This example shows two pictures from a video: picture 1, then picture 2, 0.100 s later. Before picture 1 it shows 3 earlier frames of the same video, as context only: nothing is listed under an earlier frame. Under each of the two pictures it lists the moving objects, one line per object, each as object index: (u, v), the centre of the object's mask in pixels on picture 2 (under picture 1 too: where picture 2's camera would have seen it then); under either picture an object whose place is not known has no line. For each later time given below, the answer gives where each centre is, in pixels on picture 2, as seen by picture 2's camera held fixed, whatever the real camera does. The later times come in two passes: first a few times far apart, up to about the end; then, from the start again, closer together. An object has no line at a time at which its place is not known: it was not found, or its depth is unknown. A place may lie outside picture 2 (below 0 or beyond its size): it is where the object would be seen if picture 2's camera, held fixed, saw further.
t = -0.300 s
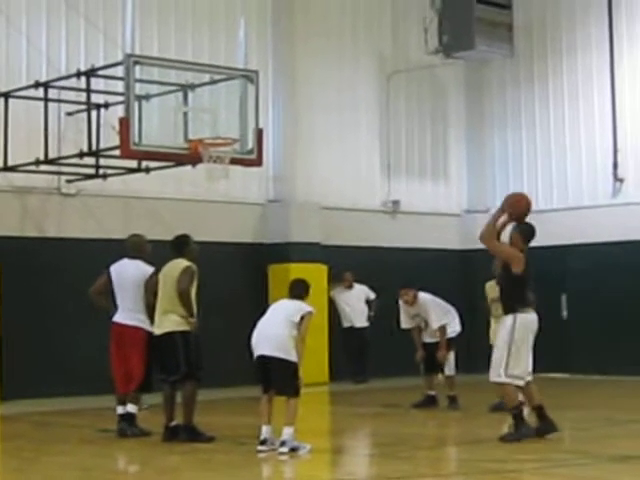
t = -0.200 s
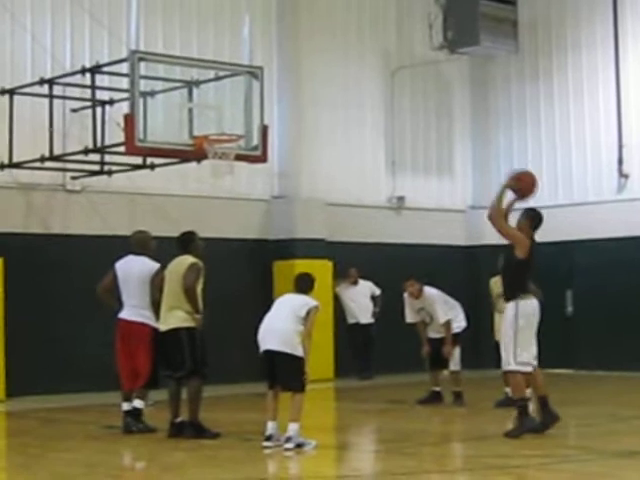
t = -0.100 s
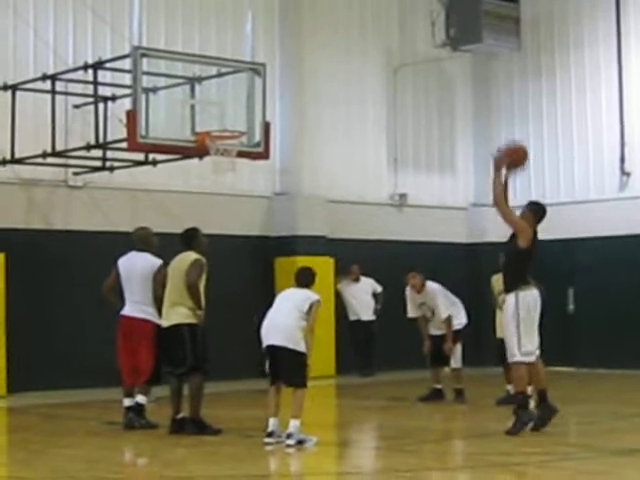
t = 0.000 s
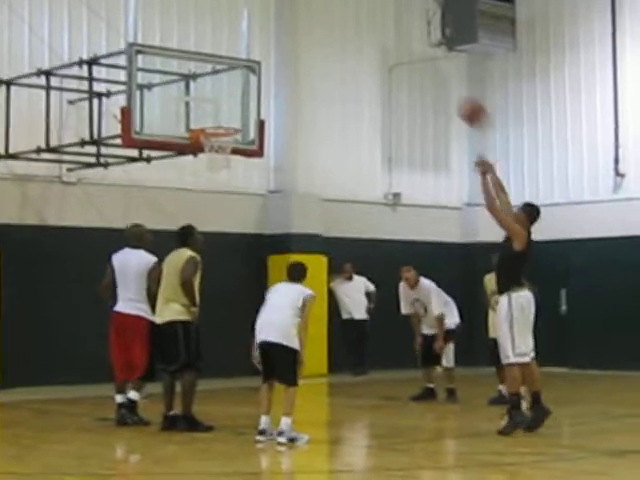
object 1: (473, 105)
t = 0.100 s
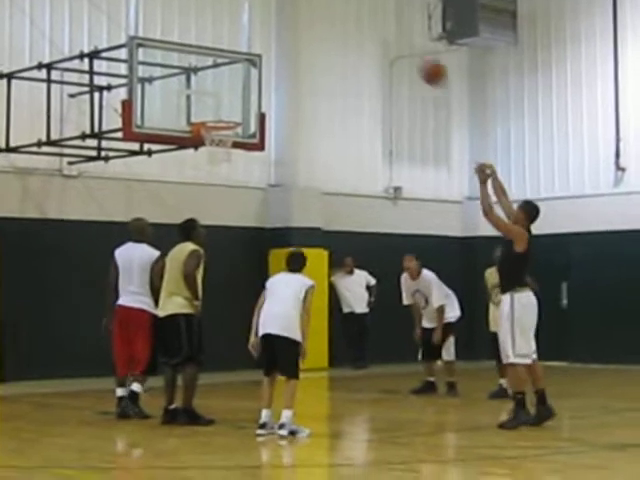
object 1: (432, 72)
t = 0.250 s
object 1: (376, 44)
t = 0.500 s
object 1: (294, 46)
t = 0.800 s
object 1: (210, 114)
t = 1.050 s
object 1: (299, 95)
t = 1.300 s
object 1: (395, 124)
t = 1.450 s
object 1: (455, 168)
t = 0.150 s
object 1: (413, 60)
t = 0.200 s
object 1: (394, 50)
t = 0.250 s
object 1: (376, 44)
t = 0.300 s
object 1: (358, 39)
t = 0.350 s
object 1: (342, 38)
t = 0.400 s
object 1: (325, 38)
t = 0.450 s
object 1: (309, 40)
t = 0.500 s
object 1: (294, 46)
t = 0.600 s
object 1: (265, 62)
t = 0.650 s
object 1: (249, 72)
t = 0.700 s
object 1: (235, 85)
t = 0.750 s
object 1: (223, 100)
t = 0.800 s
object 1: (210, 114)
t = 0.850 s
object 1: (224, 111)
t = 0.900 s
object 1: (243, 104)
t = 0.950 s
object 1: (262, 98)
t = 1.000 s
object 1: (281, 95)
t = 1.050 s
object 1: (299, 95)
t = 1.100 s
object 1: (319, 96)
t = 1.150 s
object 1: (338, 99)
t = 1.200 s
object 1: (357, 105)
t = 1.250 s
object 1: (377, 113)
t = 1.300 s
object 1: (395, 124)
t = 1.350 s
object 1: (416, 136)
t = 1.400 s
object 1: (435, 151)
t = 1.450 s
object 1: (455, 168)
